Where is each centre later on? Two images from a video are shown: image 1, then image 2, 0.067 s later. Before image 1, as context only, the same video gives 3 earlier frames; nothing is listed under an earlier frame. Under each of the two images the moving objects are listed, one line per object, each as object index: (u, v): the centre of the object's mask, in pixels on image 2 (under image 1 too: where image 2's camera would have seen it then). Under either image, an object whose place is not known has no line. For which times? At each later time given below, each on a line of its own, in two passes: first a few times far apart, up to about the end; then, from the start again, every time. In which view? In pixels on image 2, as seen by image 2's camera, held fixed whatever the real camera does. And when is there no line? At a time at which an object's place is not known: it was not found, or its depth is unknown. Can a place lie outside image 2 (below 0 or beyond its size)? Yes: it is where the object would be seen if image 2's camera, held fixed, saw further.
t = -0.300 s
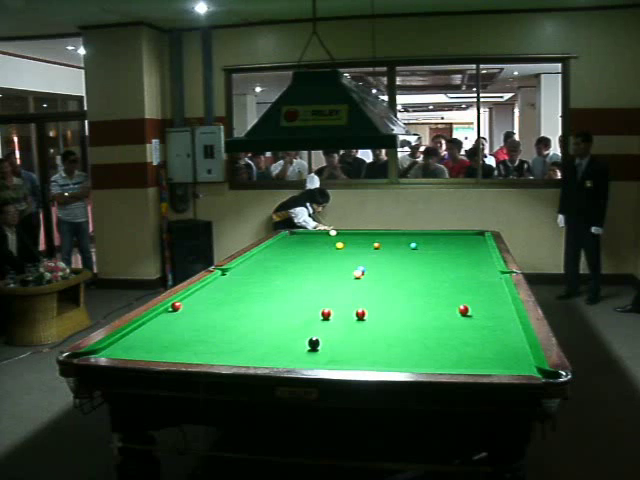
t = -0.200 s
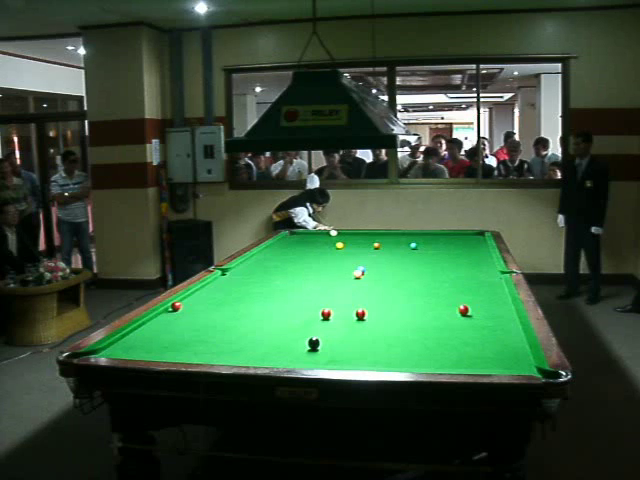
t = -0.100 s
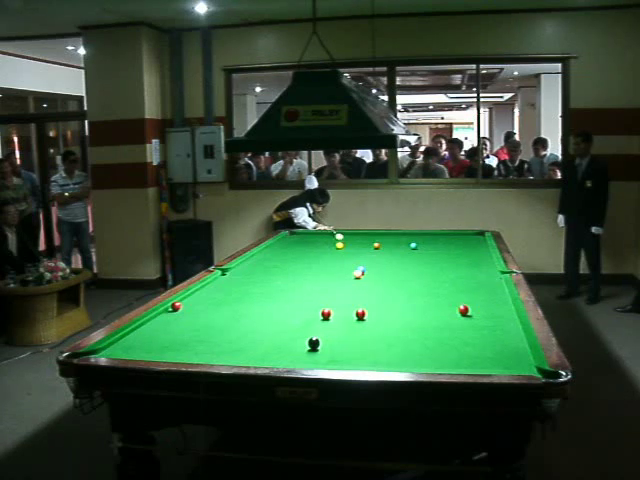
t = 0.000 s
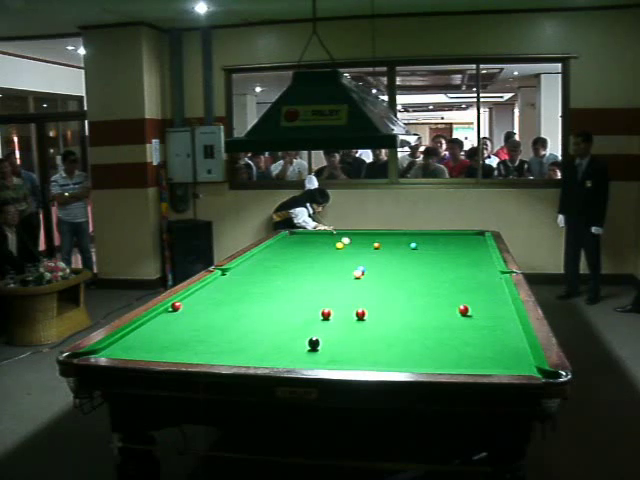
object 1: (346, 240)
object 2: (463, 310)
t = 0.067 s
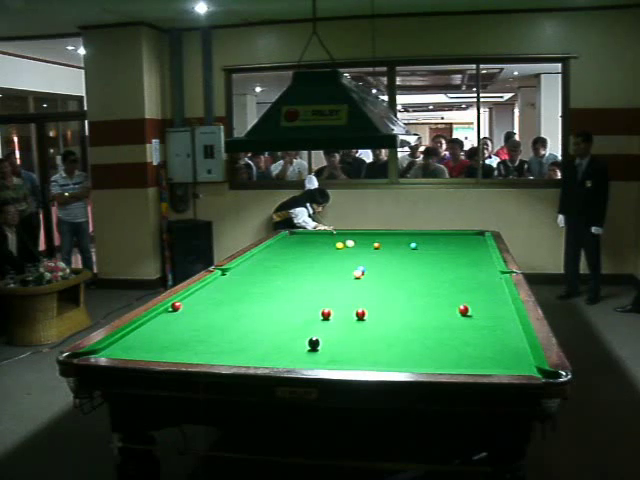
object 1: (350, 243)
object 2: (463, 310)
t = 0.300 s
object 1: (367, 254)
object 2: (463, 310)
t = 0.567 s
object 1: (392, 270)
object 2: (463, 310)
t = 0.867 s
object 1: (428, 293)
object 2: (463, 310)
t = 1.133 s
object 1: (450, 320)
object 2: (483, 311)
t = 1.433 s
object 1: (453, 359)
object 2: (497, 313)
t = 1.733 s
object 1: (455, 344)
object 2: (472, 315)
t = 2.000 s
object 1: (457, 324)
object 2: (451, 315)
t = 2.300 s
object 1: (458, 307)
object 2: (429, 318)
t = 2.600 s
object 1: (458, 293)
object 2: (408, 318)
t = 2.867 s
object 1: (458, 282)
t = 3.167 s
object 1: (459, 272)
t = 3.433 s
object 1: (459, 265)
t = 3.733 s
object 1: (459, 258)
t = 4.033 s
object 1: (459, 251)
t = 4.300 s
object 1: (459, 247)
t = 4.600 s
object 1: (459, 242)
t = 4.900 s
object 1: (458, 237)
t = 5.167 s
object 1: (458, 234)
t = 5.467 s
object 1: (458, 234)
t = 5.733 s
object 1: (458, 236)
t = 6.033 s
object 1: (459, 238)
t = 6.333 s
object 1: (459, 240)
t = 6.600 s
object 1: (459, 241)
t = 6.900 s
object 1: (460, 243)
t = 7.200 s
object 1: (461, 244)
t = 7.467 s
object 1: (461, 245)
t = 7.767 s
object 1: (461, 246)
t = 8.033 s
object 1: (461, 247)
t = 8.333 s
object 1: (461, 248)
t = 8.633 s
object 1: (461, 249)
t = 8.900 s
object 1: (461, 250)
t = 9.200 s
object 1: (461, 250)
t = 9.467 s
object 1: (462, 250)
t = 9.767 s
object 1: (462, 250)
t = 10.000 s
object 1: (462, 250)
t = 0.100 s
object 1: (352, 244)
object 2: (463, 310)
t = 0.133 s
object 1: (354, 246)
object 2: (463, 310)
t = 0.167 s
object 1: (357, 248)
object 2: (463, 310)
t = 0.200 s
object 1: (359, 249)
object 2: (463, 310)
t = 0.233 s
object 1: (362, 251)
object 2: (463, 310)
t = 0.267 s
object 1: (364, 252)
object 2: (463, 310)
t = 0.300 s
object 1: (367, 254)
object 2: (463, 310)
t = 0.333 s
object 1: (370, 256)
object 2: (463, 310)
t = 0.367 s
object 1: (372, 258)
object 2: (463, 310)
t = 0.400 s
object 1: (376, 260)
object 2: (463, 310)
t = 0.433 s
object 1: (378, 262)
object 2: (463, 310)
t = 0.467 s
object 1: (382, 263)
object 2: (463, 310)
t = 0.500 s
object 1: (385, 265)
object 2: (463, 310)
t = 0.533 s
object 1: (388, 268)
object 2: (463, 310)
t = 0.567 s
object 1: (392, 270)
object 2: (463, 310)
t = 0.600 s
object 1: (395, 272)
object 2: (463, 310)
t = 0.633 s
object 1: (399, 274)
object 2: (463, 310)
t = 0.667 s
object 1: (402, 277)
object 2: (463, 310)
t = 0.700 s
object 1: (407, 279)
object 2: (463, 310)
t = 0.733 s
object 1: (410, 282)
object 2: (463, 310)
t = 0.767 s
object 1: (415, 285)
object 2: (463, 310)
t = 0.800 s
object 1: (419, 287)
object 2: (463, 310)
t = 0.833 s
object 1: (424, 290)
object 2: (463, 310)
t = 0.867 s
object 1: (428, 293)
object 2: (463, 310)
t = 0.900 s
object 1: (433, 296)
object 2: (463, 310)
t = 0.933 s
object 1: (438, 300)
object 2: (463, 310)
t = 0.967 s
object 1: (443, 303)
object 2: (463, 310)
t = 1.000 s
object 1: (449, 306)
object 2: (463, 310)
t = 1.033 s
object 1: (452, 310)
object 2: (465, 310)
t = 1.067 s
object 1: (451, 313)
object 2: (472, 310)
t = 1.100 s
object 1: (450, 316)
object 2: (477, 310)
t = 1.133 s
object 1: (450, 320)
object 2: (483, 311)
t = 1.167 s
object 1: (450, 323)
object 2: (488, 311)
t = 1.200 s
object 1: (450, 327)
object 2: (493, 311)
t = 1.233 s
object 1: (451, 331)
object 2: (498, 312)
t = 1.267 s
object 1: (451, 335)
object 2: (503, 312)
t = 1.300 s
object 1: (451, 340)
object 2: (507, 312)
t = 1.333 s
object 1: (451, 345)
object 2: (506, 313)
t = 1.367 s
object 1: (452, 349)
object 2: (502, 313)
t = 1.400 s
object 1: (452, 354)
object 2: (500, 313)
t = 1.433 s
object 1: (453, 359)
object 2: (497, 313)
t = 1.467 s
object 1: (454, 363)
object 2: (494, 313)
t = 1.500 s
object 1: (454, 365)
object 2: (491, 314)
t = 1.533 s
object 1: (454, 363)
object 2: (488, 314)
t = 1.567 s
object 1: (454, 360)
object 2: (485, 314)
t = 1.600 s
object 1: (454, 357)
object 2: (483, 314)
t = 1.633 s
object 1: (455, 353)
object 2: (480, 314)
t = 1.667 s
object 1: (455, 350)
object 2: (477, 314)
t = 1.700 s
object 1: (455, 347)
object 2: (474, 314)
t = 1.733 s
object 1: (455, 344)
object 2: (472, 315)
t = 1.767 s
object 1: (455, 341)
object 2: (469, 315)
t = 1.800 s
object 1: (455, 339)
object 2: (466, 315)
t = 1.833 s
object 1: (456, 336)
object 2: (464, 315)
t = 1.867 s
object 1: (456, 334)
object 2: (461, 315)
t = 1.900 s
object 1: (456, 331)
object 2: (459, 315)
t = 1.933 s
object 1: (456, 329)
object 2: (456, 315)
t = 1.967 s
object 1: (456, 327)
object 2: (453, 315)
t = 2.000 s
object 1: (457, 324)
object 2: (451, 315)
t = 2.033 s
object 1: (457, 322)
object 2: (448, 316)
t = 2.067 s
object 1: (457, 320)
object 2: (446, 317)
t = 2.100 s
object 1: (457, 318)
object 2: (444, 317)
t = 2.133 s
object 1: (457, 316)
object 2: (441, 317)
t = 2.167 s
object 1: (457, 314)
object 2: (438, 317)
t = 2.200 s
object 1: (458, 312)
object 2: (436, 317)
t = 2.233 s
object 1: (458, 310)
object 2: (434, 317)
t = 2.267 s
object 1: (458, 308)
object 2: (431, 317)
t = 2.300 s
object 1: (458, 307)
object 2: (429, 318)
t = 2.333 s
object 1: (458, 305)
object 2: (426, 318)
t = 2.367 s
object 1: (458, 303)
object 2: (424, 318)
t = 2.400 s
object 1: (458, 302)
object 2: (422, 318)
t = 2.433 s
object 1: (458, 300)
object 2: (419, 318)
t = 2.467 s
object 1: (458, 299)
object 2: (417, 318)
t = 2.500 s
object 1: (458, 297)
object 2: (415, 318)
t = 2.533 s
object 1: (458, 296)
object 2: (413, 318)
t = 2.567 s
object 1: (458, 294)
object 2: (410, 319)
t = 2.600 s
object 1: (458, 293)
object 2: (408, 318)
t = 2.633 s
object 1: (458, 291)
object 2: (406, 319)
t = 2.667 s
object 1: (458, 290)
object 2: (404, 319)
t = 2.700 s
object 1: (458, 288)
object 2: (401, 319)
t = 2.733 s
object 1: (458, 287)
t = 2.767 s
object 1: (458, 286)
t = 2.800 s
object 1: (458, 285)
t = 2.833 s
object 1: (458, 283)
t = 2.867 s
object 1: (458, 282)
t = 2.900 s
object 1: (458, 281)
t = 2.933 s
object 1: (458, 280)
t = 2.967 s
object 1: (459, 279)
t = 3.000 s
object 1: (458, 278)
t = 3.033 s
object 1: (459, 276)
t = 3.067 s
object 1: (459, 276)
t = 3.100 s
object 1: (459, 274)
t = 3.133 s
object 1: (459, 273)
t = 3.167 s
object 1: (459, 272)
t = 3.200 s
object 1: (459, 271)
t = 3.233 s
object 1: (459, 270)
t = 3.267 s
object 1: (459, 269)
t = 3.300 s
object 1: (459, 269)
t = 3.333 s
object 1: (459, 268)
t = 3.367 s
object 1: (459, 267)
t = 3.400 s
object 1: (459, 266)
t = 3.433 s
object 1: (459, 265)
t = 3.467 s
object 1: (459, 264)
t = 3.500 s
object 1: (459, 263)
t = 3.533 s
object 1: (459, 262)
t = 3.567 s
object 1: (459, 262)
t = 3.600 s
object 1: (459, 261)
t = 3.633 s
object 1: (459, 260)
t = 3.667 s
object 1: (459, 259)
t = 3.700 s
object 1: (459, 258)
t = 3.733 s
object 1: (459, 258)
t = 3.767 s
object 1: (459, 257)
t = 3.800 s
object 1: (459, 256)
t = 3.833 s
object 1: (459, 255)
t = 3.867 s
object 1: (459, 255)
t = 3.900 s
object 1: (459, 254)
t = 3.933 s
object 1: (459, 253)
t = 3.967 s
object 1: (459, 253)
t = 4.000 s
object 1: (459, 252)
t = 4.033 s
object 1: (459, 251)
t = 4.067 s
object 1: (459, 251)
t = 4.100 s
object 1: (459, 250)
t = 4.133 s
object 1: (459, 250)
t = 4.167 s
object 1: (459, 249)
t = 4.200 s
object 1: (459, 248)
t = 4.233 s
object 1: (459, 248)
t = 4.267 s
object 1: (459, 247)
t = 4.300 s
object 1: (459, 247)
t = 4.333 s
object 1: (459, 246)
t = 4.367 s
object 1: (459, 246)
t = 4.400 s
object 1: (459, 245)
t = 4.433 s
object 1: (458, 244)
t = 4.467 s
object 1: (458, 244)
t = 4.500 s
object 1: (458, 243)
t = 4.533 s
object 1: (459, 243)
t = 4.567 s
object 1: (459, 242)
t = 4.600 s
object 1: (459, 242)
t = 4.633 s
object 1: (459, 241)
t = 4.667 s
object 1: (459, 241)
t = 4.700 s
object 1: (458, 240)
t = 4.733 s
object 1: (459, 240)
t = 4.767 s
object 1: (458, 239)
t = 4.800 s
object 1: (458, 239)
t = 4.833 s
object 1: (458, 238)
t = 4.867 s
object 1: (458, 238)
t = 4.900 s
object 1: (458, 237)
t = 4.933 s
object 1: (458, 237)
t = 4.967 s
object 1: (458, 237)
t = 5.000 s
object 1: (458, 236)
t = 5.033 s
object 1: (458, 236)
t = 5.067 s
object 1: (458, 235)
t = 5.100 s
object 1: (458, 235)
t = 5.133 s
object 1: (458, 235)
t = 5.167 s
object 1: (458, 234)
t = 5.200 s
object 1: (458, 234)
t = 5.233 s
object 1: (458, 234)
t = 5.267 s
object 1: (458, 233)
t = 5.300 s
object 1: (458, 233)
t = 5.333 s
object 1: (458, 233)
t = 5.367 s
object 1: (458, 233)
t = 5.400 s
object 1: (458, 233)
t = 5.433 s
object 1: (458, 234)
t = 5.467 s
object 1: (458, 234)
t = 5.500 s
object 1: (458, 234)
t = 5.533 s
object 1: (458, 234)
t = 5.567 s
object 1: (458, 235)
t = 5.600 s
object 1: (458, 235)
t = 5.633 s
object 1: (458, 235)
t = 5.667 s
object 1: (458, 235)
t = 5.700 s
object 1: (459, 236)
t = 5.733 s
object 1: (458, 236)
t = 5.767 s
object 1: (458, 236)
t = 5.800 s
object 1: (458, 236)
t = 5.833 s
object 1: (459, 236)
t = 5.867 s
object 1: (459, 237)
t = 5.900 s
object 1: (459, 237)
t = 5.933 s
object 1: (459, 237)
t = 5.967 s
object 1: (459, 237)
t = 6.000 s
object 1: (459, 238)
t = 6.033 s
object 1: (459, 238)
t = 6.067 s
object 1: (459, 238)
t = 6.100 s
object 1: (459, 238)
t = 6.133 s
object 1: (459, 238)
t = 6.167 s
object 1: (459, 239)
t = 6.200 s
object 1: (459, 239)
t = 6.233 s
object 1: (459, 239)
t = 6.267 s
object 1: (459, 239)
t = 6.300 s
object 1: (459, 239)
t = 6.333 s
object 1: (459, 240)
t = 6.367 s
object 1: (459, 240)
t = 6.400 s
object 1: (459, 240)
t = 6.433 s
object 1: (459, 240)
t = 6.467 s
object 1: (459, 241)
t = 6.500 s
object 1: (459, 240)
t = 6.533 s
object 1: (459, 240)
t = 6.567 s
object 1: (459, 241)
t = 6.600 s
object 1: (459, 241)
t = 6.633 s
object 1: (460, 241)
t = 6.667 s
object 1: (459, 241)
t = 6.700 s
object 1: (459, 241)
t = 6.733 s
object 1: (459, 242)
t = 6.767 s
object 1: (460, 242)
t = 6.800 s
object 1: (460, 242)
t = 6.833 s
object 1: (460, 242)
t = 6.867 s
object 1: (460, 242)
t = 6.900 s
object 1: (460, 243)
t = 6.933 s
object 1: (460, 243)
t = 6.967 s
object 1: (460, 243)
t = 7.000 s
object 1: (460, 243)
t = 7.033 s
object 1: (460, 243)
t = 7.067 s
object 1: (460, 243)
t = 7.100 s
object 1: (460, 244)
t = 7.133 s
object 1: (460, 244)
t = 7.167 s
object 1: (461, 244)
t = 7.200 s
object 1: (461, 244)
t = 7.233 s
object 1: (461, 244)
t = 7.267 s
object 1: (461, 244)
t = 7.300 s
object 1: (461, 245)
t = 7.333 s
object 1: (461, 245)
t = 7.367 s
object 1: (461, 245)
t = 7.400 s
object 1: (461, 245)
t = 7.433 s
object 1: (461, 245)
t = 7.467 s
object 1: (461, 245)
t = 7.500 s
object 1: (461, 245)
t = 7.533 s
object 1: (461, 245)
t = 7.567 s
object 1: (461, 246)
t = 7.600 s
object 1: (461, 246)
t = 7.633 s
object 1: (461, 246)
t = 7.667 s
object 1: (461, 246)
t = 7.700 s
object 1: (461, 246)
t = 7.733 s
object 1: (461, 246)
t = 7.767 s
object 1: (461, 246)
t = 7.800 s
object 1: (461, 247)
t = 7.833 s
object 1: (461, 247)
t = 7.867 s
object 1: (461, 247)
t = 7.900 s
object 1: (461, 247)
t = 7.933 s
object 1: (461, 247)
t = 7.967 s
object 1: (461, 247)
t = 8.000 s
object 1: (461, 247)
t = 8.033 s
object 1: (461, 247)
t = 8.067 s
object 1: (461, 248)
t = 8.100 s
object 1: (461, 248)
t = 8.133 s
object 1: (461, 248)
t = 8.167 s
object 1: (461, 248)
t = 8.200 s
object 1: (461, 248)
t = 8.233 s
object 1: (461, 248)
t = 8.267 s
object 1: (461, 248)
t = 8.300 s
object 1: (461, 248)
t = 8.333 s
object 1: (461, 248)
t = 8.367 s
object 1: (461, 248)
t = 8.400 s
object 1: (461, 249)
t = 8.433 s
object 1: (461, 249)
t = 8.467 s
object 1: (461, 249)
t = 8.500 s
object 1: (461, 249)
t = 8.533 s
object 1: (461, 249)
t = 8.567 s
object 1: (461, 249)
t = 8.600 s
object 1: (461, 249)
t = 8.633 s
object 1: (461, 249)
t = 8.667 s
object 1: (461, 249)
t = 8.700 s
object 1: (461, 249)
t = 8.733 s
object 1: (461, 249)
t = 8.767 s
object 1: (461, 249)
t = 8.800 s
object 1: (462, 249)
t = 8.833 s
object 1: (462, 249)
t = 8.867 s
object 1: (461, 250)
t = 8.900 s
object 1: (461, 250)
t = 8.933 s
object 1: (461, 250)
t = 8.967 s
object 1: (461, 250)
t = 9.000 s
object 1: (461, 250)
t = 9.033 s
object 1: (461, 250)
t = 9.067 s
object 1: (461, 250)
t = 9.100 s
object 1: (461, 250)
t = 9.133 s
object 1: (461, 250)
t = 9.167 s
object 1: (461, 250)
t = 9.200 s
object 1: (461, 250)
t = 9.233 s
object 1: (461, 250)
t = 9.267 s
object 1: (461, 250)
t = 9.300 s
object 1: (461, 250)
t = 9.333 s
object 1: (461, 250)
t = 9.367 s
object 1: (461, 250)
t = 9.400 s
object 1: (461, 250)
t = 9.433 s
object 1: (461, 250)
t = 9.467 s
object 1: (462, 250)
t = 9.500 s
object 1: (461, 250)
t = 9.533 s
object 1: (461, 250)
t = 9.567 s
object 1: (461, 250)
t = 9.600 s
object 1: (461, 250)
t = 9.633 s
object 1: (461, 250)
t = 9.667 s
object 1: (462, 250)
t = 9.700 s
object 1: (462, 250)
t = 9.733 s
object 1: (462, 250)
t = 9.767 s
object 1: (462, 250)
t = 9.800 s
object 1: (462, 250)
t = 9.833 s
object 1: (462, 250)
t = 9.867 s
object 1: (462, 250)
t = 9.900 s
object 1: (461, 250)
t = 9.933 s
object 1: (461, 250)
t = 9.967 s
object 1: (461, 250)
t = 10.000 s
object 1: (462, 250)
